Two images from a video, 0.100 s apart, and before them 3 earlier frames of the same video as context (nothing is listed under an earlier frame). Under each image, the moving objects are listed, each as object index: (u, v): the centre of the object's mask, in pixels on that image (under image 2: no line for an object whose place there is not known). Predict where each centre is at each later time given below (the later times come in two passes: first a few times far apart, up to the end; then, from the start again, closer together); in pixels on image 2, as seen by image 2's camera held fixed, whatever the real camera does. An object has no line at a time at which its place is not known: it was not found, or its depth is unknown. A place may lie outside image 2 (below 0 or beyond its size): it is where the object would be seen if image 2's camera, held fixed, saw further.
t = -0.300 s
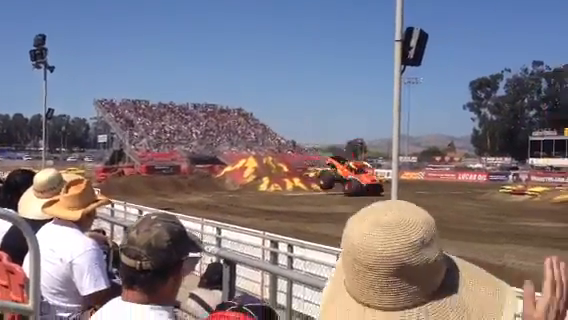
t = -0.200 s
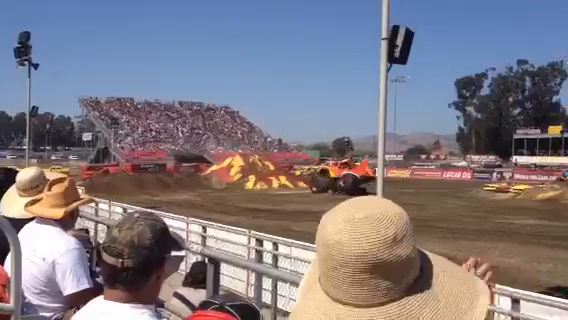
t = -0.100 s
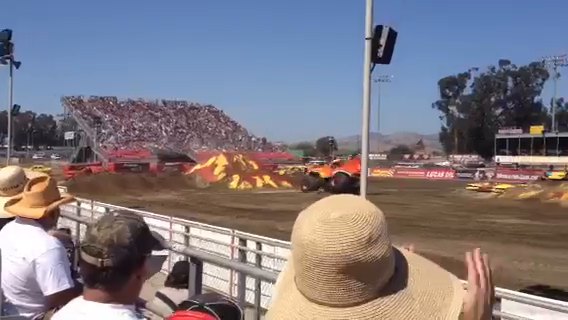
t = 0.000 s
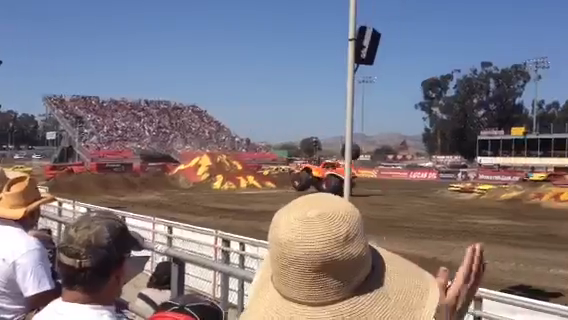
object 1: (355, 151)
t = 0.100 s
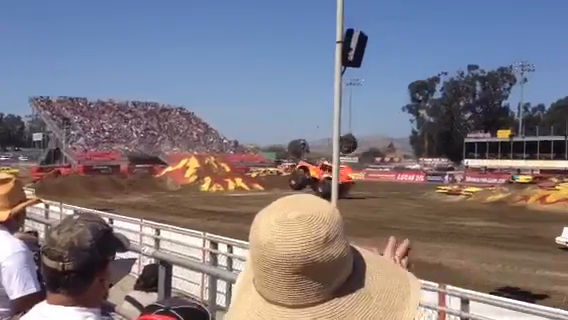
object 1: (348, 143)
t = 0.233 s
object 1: (358, 132)
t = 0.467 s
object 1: (379, 118)
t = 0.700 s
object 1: (400, 109)
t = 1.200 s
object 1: (451, 110)
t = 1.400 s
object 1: (473, 122)
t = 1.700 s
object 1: (509, 152)
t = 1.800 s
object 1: (520, 165)
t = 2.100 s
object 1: (557, 203)
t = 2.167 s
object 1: (566, 196)
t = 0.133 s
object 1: (350, 140)
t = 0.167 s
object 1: (353, 138)
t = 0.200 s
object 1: (355, 135)
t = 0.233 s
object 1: (358, 132)
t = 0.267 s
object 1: (361, 130)
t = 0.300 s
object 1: (364, 128)
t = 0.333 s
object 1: (367, 125)
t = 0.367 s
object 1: (370, 123)
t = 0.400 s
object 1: (373, 121)
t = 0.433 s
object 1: (376, 119)
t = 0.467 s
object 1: (379, 118)
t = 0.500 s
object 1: (382, 116)
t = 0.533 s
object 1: (385, 115)
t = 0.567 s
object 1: (388, 113)
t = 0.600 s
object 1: (391, 112)
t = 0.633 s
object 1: (394, 111)
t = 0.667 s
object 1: (397, 110)
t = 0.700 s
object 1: (400, 109)
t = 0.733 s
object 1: (403, 109)
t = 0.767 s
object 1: (407, 108)
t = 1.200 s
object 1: (451, 110)
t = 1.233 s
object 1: (454, 111)
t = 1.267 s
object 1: (460, 115)
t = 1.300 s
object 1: (465, 115)
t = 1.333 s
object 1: (465, 116)
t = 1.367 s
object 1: (469, 118)
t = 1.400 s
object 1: (473, 122)
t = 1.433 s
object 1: (476, 124)
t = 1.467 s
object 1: (478, 126)
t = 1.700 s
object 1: (509, 152)
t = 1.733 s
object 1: (512, 156)
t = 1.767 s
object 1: (516, 161)
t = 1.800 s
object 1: (520, 165)
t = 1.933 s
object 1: (537, 186)
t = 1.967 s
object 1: (541, 193)
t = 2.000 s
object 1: (545, 198)
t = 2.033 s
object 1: (550, 203)
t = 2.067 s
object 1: (555, 205)
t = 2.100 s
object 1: (557, 203)
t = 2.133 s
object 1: (562, 200)
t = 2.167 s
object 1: (566, 196)
